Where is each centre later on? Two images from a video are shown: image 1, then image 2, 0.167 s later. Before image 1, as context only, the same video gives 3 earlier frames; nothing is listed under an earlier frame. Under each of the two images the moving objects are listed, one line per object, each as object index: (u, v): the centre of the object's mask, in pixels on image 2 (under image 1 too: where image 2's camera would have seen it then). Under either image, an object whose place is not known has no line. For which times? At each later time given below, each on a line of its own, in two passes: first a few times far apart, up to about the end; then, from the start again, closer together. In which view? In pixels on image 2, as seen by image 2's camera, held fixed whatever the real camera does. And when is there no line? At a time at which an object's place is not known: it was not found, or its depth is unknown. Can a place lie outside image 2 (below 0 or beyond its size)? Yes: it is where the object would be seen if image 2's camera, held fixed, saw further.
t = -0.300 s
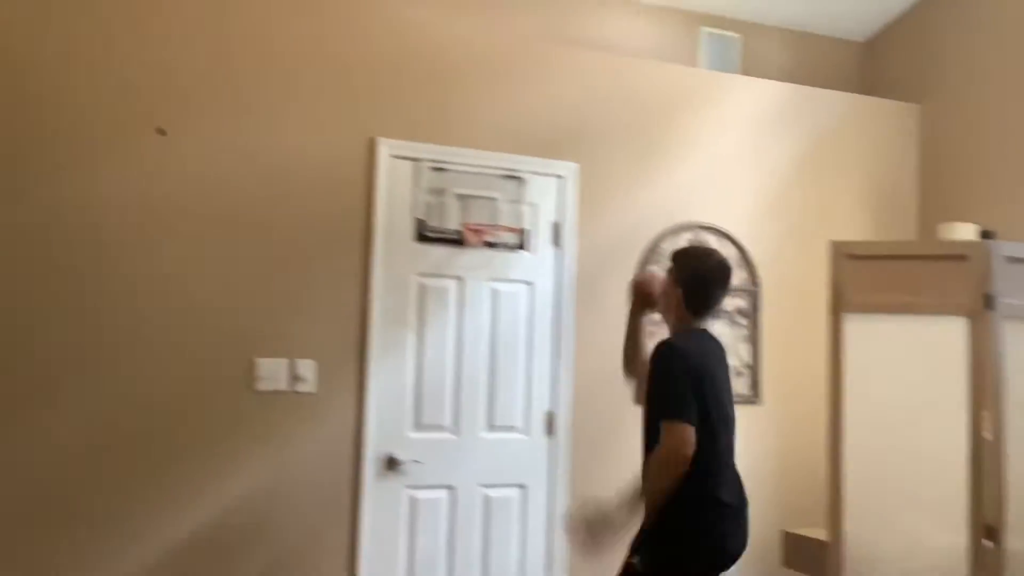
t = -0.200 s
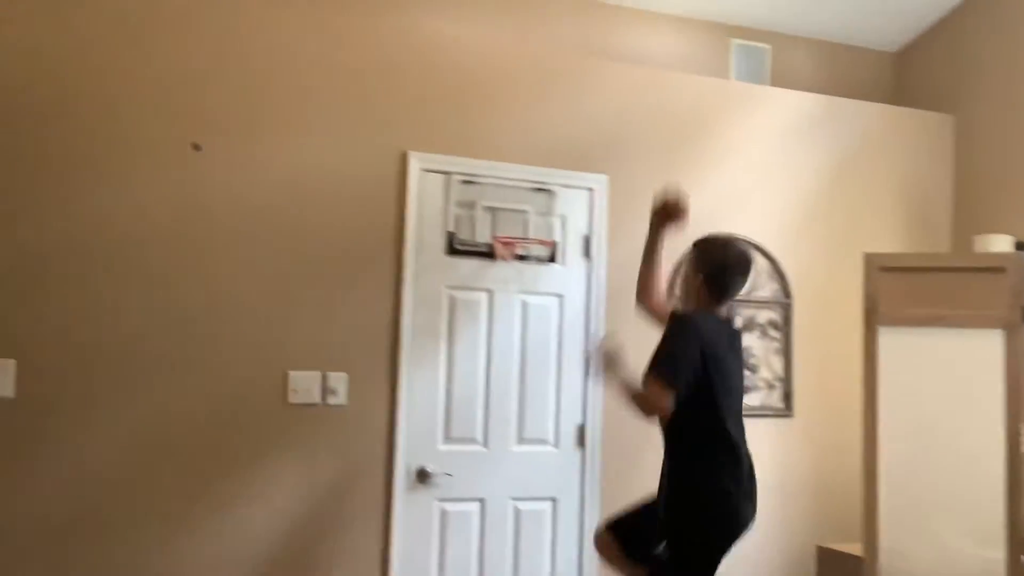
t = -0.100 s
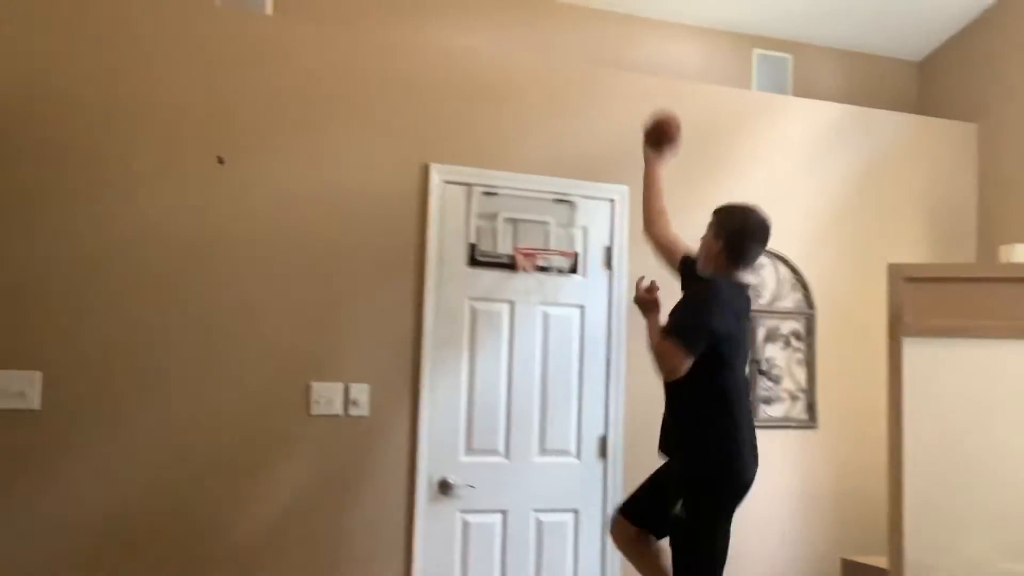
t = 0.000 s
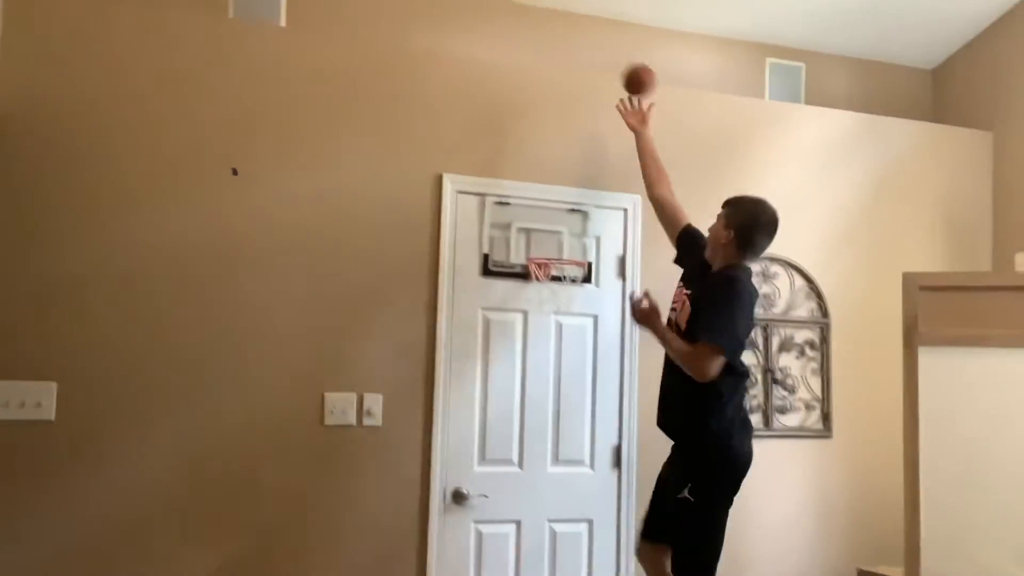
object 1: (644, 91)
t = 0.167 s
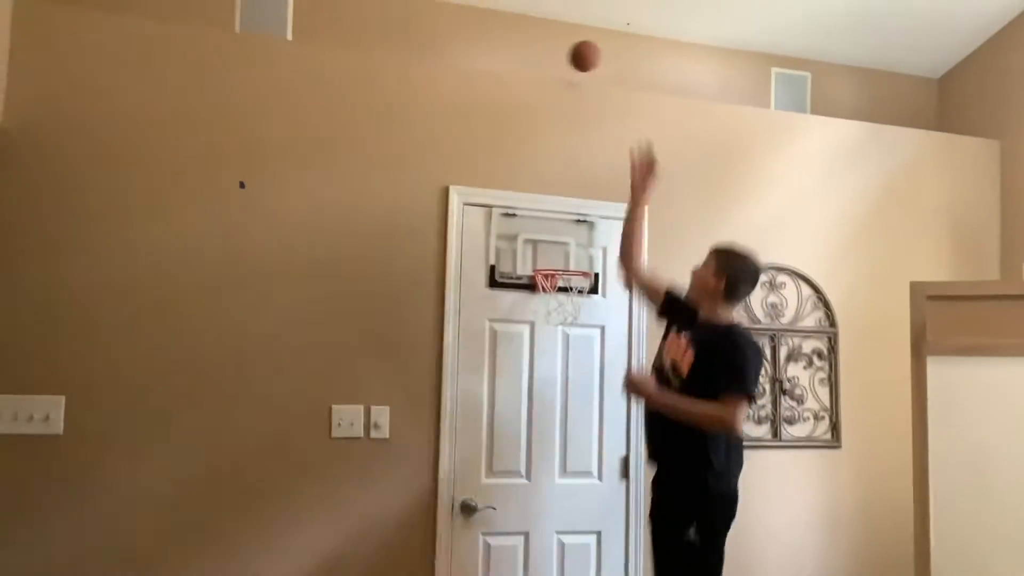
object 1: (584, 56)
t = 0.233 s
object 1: (563, 62)
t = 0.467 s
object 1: (515, 73)
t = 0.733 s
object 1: (530, 69)
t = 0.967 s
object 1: (543, 63)
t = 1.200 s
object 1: (559, 108)
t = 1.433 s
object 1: (569, 267)
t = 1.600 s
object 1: (570, 311)
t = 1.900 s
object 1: (594, 515)
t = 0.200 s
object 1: (573, 58)
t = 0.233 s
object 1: (563, 62)
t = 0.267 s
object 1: (552, 67)
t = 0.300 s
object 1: (541, 70)
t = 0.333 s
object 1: (536, 69)
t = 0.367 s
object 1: (530, 69)
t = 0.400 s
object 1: (524, 69)
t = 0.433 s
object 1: (518, 71)
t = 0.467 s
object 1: (515, 73)
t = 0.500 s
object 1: (517, 73)
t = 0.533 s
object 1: (518, 72)
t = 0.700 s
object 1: (528, 69)
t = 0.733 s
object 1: (530, 69)
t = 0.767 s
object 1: (531, 68)
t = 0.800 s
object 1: (533, 67)
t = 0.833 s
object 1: (535, 66)
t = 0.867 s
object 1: (537, 65)
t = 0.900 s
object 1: (539, 65)
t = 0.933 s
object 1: (541, 64)
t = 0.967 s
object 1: (543, 63)
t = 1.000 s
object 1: (545, 63)
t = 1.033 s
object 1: (548, 63)
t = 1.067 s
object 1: (550, 66)
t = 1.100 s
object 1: (552, 72)
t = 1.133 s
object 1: (554, 81)
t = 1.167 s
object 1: (557, 92)
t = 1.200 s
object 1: (559, 108)
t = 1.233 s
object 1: (560, 125)
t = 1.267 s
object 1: (562, 146)
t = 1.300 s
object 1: (564, 170)
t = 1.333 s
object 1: (566, 194)
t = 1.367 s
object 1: (568, 229)
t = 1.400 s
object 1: (569, 262)
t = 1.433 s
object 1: (569, 267)
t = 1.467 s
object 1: (566, 275)
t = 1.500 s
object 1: (566, 281)
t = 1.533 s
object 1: (565, 290)
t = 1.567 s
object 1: (567, 302)
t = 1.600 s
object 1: (570, 311)
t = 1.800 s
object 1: (588, 415)
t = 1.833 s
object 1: (589, 444)
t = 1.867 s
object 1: (592, 477)
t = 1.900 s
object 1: (594, 515)
